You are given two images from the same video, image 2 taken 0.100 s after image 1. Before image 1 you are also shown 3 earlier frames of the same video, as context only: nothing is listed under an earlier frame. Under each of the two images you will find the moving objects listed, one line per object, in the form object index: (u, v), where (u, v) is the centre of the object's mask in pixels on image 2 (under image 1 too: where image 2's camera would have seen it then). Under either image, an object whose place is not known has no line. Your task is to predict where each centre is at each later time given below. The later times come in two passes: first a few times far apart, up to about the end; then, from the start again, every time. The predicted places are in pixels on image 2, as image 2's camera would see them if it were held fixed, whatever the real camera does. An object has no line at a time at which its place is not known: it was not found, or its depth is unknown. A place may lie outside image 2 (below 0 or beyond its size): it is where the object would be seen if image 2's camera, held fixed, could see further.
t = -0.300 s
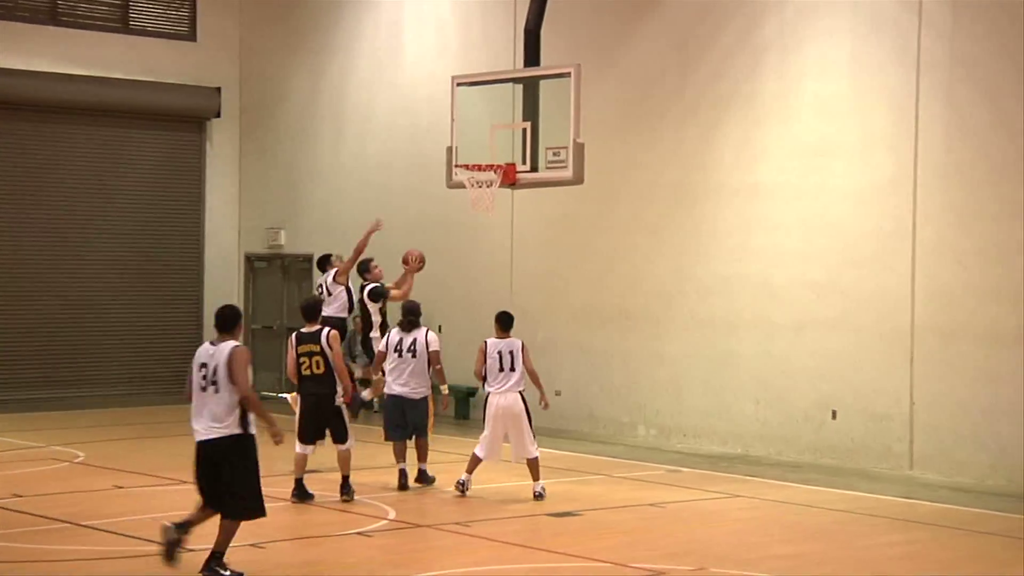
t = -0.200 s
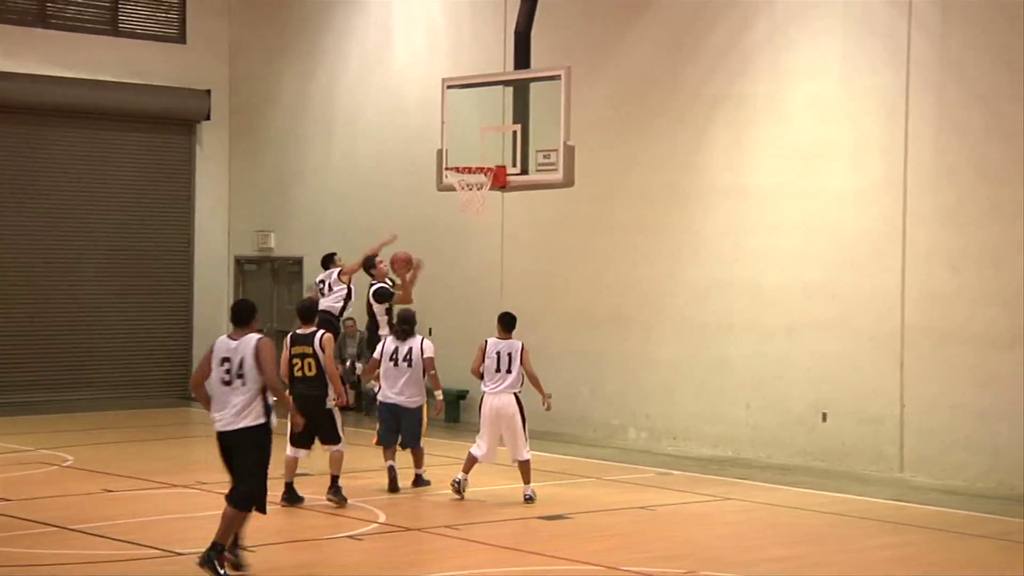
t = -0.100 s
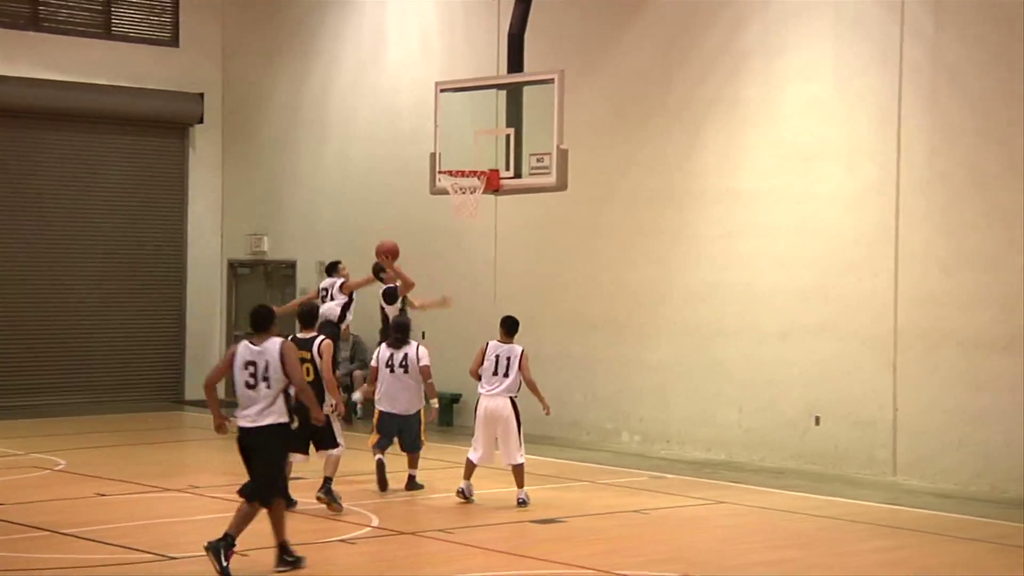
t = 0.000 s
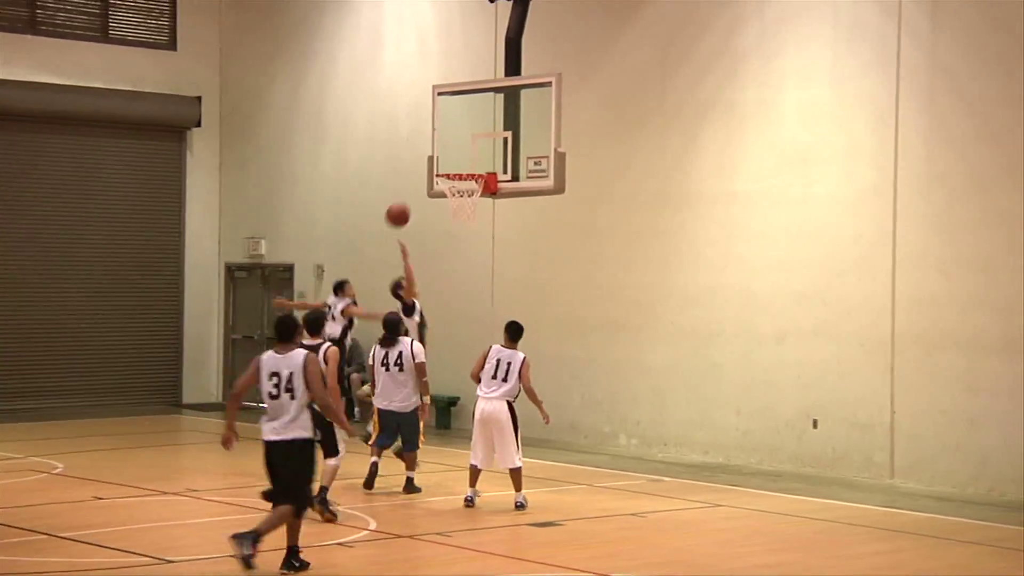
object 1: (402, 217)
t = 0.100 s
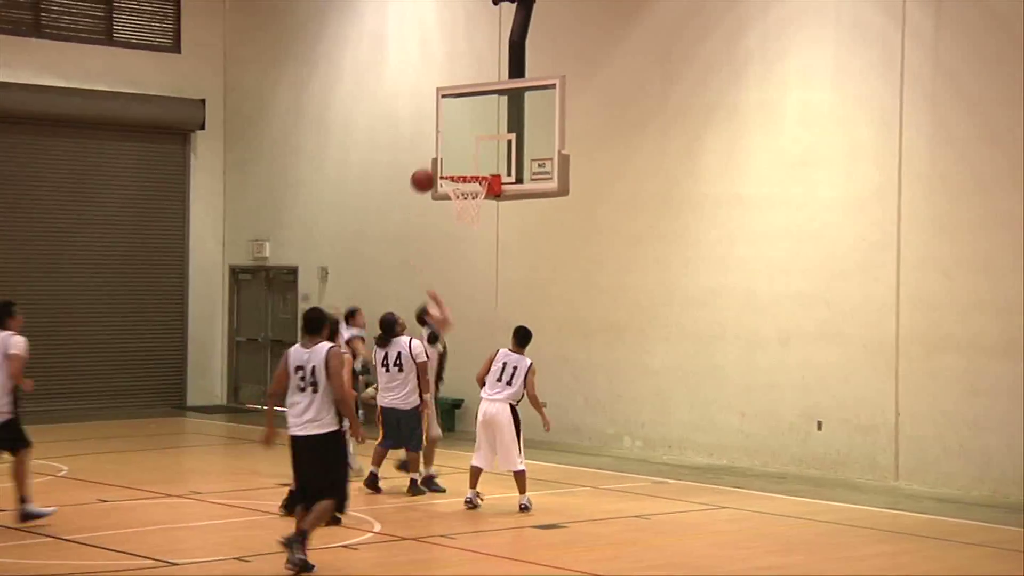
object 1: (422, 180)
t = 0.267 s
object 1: (457, 141)
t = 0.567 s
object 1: (459, 164)
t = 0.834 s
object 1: (458, 215)
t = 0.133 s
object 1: (429, 170)
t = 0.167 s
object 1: (437, 161)
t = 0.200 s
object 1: (444, 153)
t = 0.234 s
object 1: (450, 147)
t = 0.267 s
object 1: (457, 141)
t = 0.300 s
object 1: (465, 137)
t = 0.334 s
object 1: (466, 136)
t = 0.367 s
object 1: (465, 136)
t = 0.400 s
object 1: (464, 138)
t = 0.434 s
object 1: (463, 141)
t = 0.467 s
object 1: (462, 145)
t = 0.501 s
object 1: (461, 150)
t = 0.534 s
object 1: (460, 157)
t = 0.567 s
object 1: (459, 164)
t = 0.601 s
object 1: (458, 169)
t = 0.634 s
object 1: (456, 183)
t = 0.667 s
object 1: (455, 191)
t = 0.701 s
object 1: (454, 195)
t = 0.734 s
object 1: (455, 198)
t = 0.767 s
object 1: (456, 201)
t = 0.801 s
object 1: (457, 212)
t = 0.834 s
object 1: (458, 215)
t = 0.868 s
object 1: (459, 219)
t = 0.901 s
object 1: (461, 225)
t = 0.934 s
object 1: (462, 231)
